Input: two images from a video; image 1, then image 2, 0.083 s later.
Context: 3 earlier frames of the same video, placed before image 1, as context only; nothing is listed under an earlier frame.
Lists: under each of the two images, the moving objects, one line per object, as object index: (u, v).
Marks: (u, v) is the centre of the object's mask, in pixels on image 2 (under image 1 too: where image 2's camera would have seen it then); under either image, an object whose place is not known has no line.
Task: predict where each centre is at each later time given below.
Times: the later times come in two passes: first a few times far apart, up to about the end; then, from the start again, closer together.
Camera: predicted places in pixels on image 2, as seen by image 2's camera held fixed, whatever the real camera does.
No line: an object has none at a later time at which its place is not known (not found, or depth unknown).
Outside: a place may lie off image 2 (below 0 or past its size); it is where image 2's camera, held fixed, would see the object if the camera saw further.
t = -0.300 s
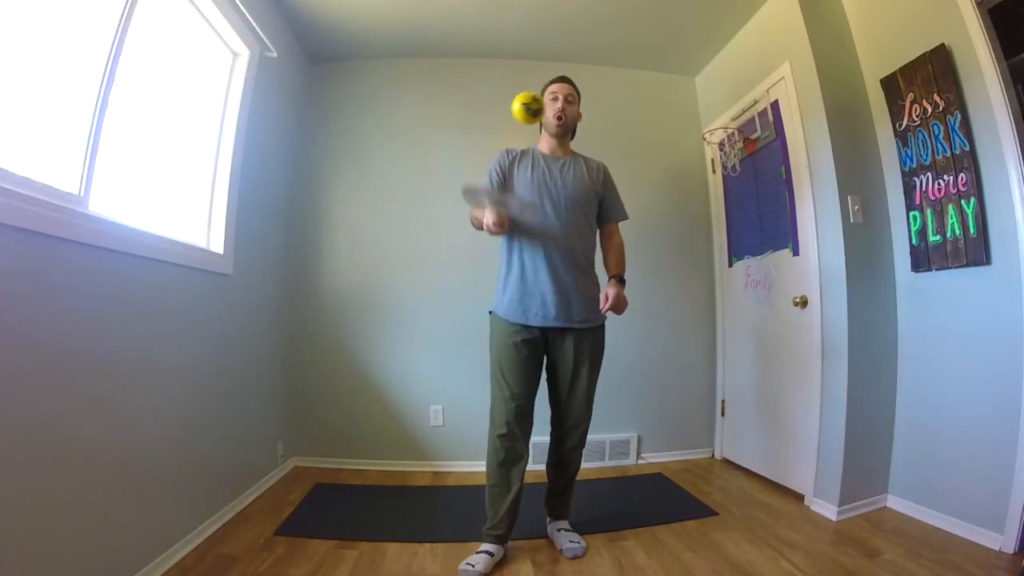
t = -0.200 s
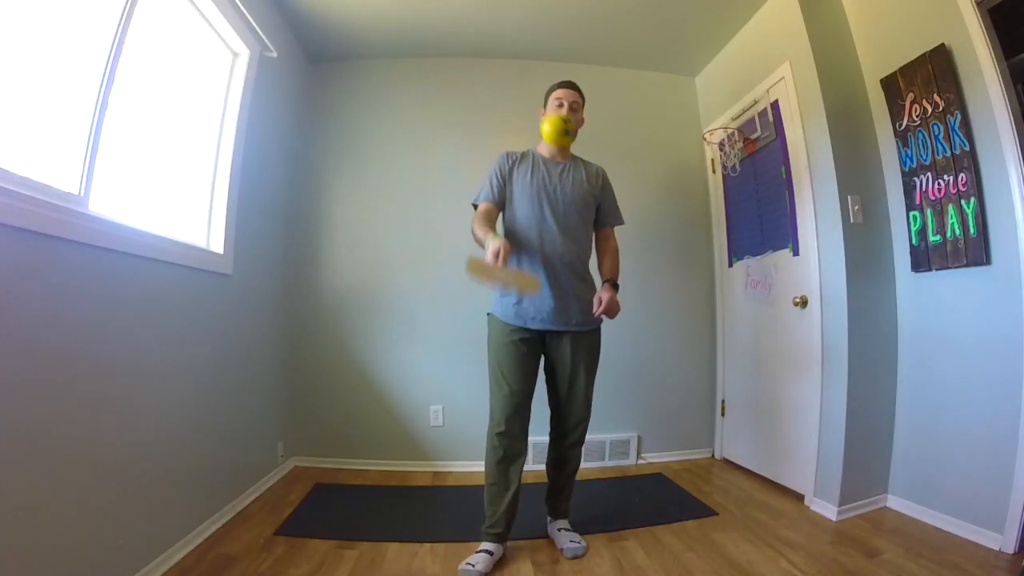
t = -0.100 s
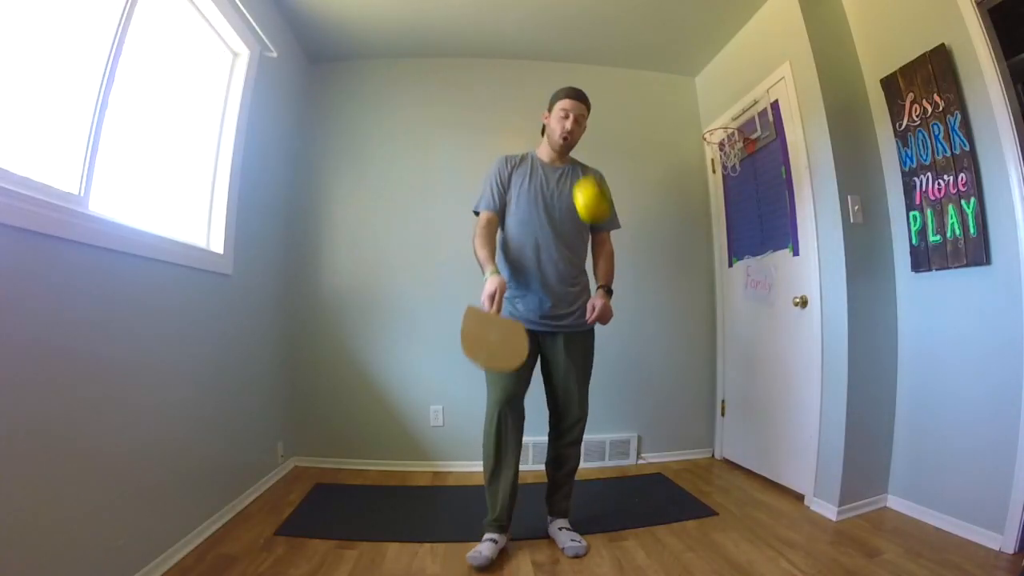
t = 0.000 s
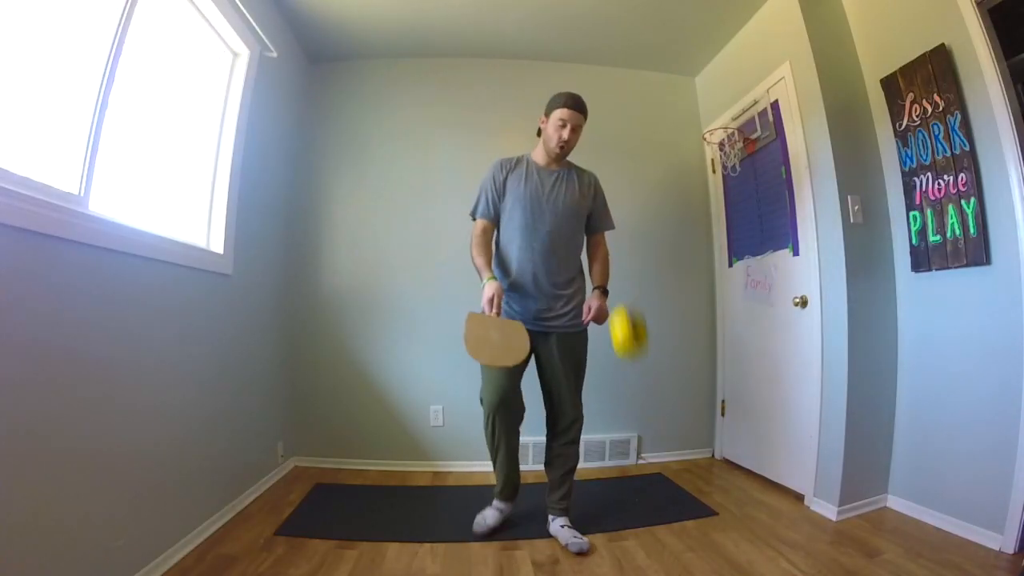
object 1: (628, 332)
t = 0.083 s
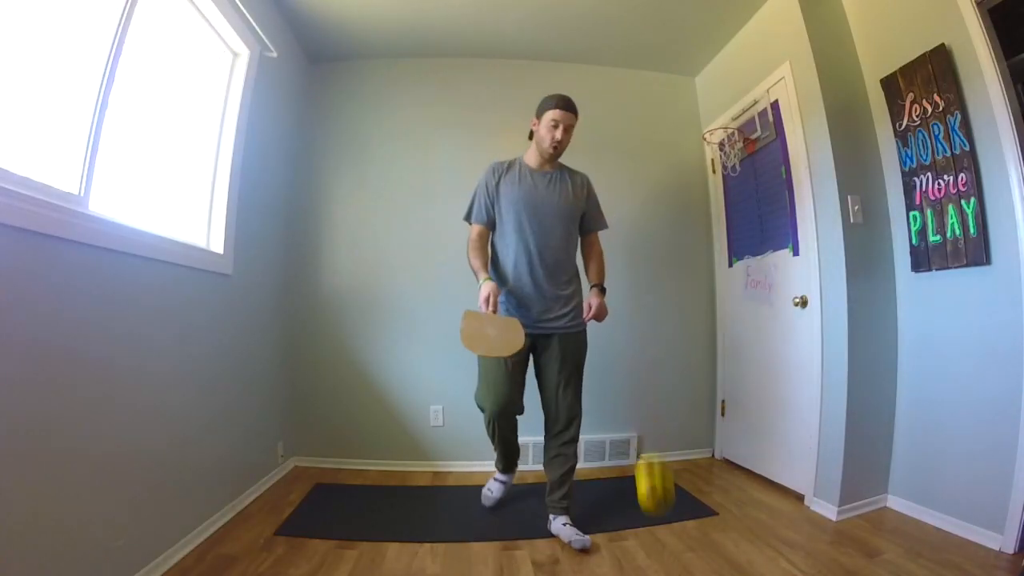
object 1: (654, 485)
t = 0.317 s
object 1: (690, 550)
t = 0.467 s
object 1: (703, 439)
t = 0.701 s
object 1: (708, 467)
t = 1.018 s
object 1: (704, 571)
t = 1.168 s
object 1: (712, 540)
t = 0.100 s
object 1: (657, 511)
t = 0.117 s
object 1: (660, 545)
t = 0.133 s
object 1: (663, 564)
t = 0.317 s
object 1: (690, 550)
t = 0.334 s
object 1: (692, 533)
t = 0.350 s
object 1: (694, 518)
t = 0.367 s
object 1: (696, 503)
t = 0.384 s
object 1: (697, 490)
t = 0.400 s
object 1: (698, 478)
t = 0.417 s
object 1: (699, 466)
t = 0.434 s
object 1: (701, 455)
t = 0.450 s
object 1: (702, 447)
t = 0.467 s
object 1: (703, 439)
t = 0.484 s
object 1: (704, 434)
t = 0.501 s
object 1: (704, 428)
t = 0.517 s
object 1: (705, 425)
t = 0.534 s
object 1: (706, 422)
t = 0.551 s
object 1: (706, 421)
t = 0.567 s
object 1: (706, 421)
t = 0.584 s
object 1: (707, 423)
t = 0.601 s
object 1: (707, 425)
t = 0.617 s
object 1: (708, 429)
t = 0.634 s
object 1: (708, 434)
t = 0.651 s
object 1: (708, 441)
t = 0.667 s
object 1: (708, 448)
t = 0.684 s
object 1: (708, 457)
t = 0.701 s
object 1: (708, 467)
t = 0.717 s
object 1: (707, 477)
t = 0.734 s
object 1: (705, 491)
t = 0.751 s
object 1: (706, 503)
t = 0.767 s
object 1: (705, 518)
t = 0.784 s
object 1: (705, 532)
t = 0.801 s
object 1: (703, 548)
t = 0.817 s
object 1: (702, 561)
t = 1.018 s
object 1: (704, 571)
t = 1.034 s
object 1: (705, 568)
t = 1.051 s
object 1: (706, 564)
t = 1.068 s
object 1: (707, 560)
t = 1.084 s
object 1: (709, 554)
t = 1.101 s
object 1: (709, 549)
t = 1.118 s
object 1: (711, 545)
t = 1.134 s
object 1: (711, 543)
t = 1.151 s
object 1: (711, 541)
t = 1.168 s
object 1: (712, 540)
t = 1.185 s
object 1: (712, 541)
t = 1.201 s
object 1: (713, 542)
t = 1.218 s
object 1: (713, 544)
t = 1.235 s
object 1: (713, 548)
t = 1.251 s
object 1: (712, 553)
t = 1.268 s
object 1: (712, 558)
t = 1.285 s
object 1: (712, 563)
